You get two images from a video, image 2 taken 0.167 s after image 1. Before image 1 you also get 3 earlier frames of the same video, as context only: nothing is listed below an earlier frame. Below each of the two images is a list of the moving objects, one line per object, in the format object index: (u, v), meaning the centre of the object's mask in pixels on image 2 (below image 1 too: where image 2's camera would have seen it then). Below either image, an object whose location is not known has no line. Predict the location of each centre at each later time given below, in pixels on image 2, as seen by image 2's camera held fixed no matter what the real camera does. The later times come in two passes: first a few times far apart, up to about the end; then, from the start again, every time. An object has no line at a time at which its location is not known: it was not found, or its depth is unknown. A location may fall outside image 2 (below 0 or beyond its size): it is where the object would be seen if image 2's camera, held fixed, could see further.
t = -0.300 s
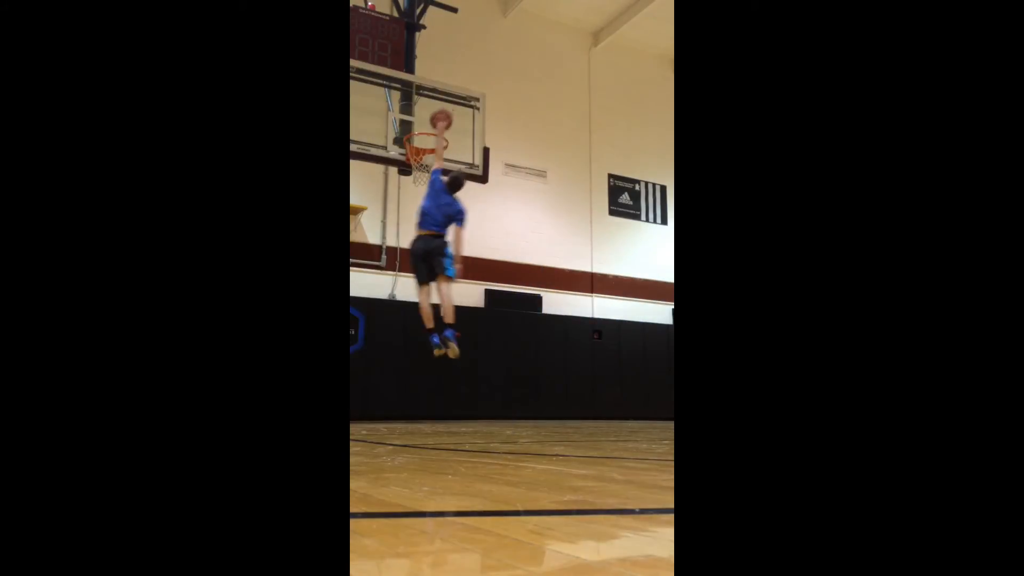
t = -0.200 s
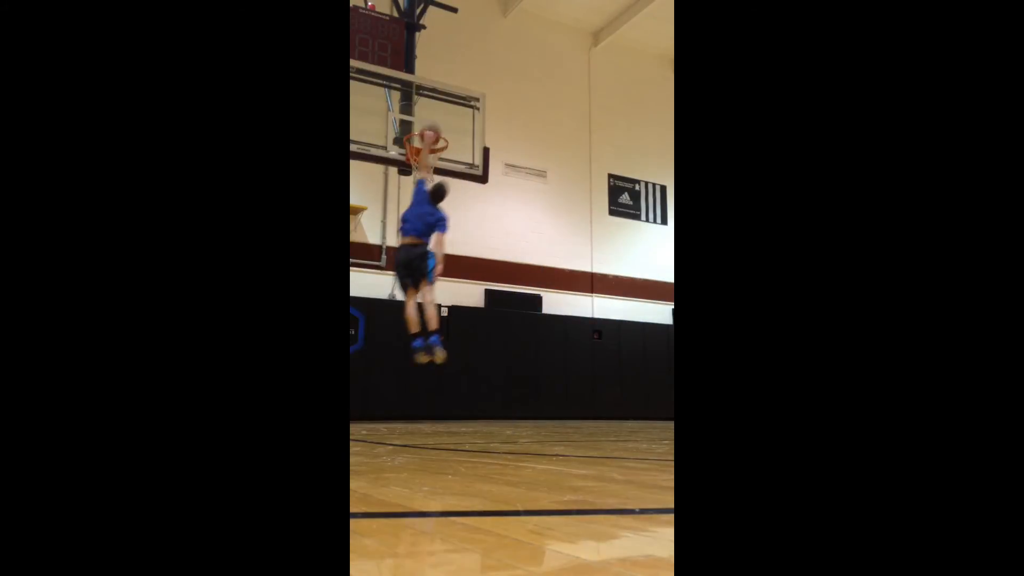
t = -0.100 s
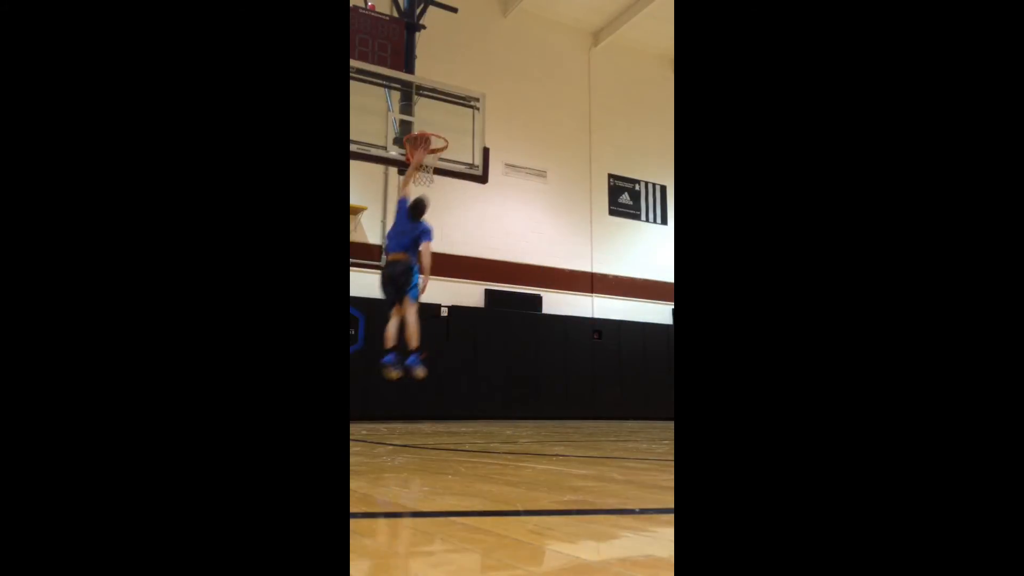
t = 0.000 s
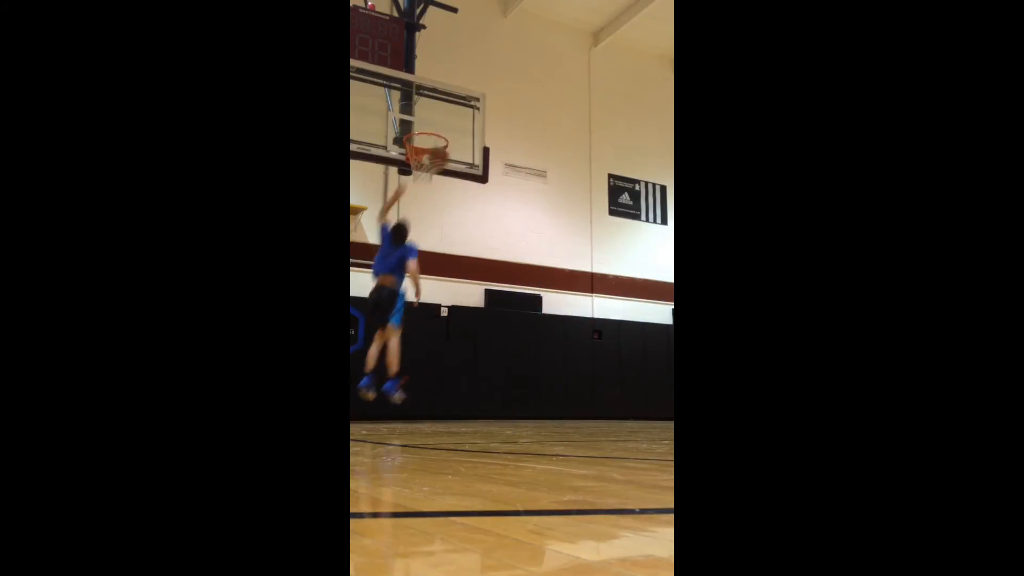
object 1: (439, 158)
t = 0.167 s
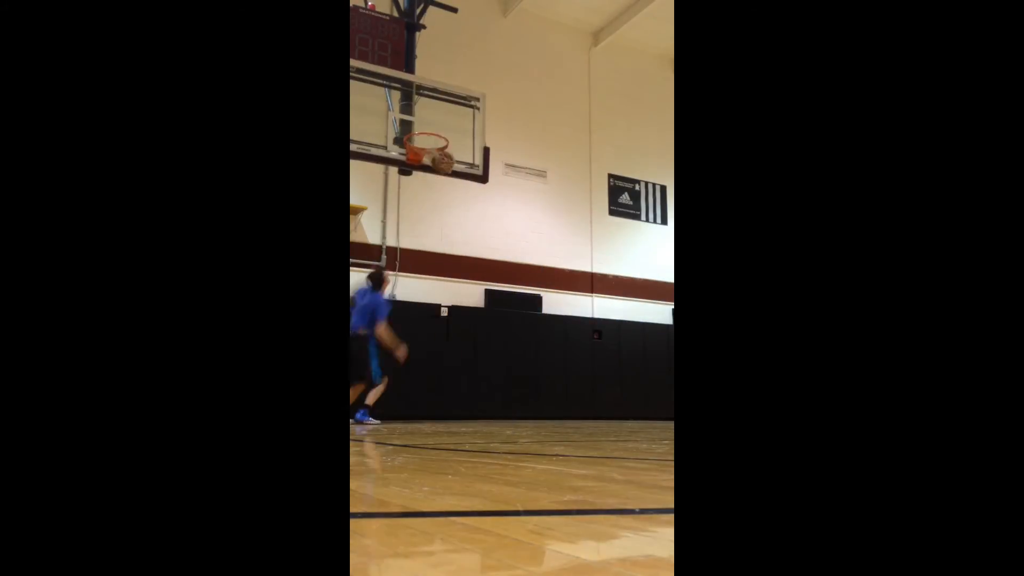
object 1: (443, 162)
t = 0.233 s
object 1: (438, 165)
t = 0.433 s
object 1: (422, 185)
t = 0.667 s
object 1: (398, 242)
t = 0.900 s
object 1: (367, 362)
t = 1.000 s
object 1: (358, 403)
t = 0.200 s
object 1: (441, 163)
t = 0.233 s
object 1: (438, 165)
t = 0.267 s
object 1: (436, 166)
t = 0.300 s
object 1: (435, 171)
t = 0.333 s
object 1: (431, 175)
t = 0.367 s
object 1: (430, 181)
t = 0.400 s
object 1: (426, 182)
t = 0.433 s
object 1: (422, 185)
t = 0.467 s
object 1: (419, 190)
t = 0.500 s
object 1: (416, 196)
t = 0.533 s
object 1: (412, 203)
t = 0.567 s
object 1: (409, 210)
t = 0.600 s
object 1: (405, 220)
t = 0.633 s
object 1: (402, 230)
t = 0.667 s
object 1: (398, 242)
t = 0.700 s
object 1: (394, 256)
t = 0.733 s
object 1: (390, 268)
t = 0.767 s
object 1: (385, 285)
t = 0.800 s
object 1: (380, 305)
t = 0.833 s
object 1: (377, 322)
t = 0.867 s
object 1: (372, 340)
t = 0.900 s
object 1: (367, 362)
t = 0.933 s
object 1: (363, 384)
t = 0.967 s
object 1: (360, 405)
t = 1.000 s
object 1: (358, 403)
